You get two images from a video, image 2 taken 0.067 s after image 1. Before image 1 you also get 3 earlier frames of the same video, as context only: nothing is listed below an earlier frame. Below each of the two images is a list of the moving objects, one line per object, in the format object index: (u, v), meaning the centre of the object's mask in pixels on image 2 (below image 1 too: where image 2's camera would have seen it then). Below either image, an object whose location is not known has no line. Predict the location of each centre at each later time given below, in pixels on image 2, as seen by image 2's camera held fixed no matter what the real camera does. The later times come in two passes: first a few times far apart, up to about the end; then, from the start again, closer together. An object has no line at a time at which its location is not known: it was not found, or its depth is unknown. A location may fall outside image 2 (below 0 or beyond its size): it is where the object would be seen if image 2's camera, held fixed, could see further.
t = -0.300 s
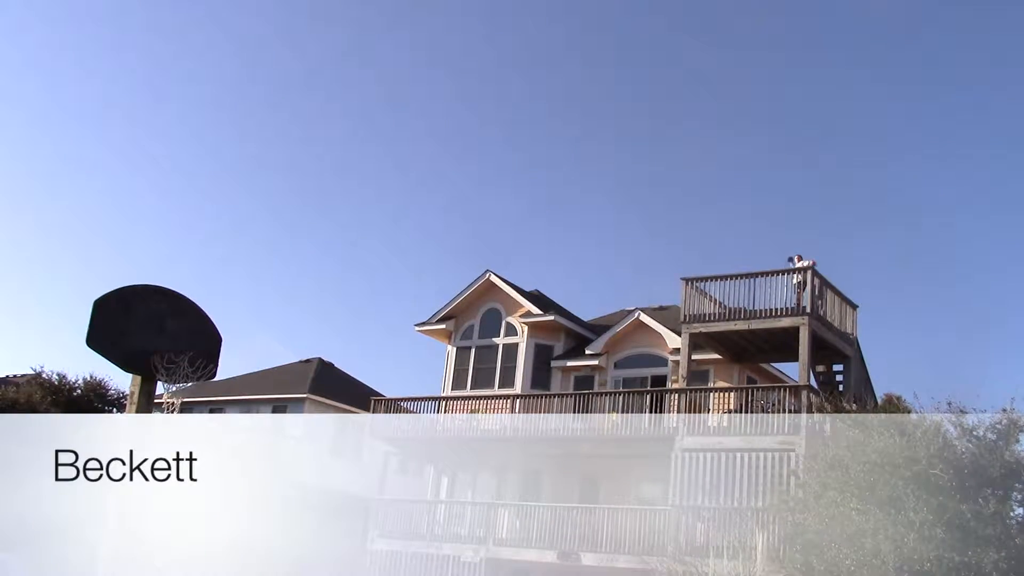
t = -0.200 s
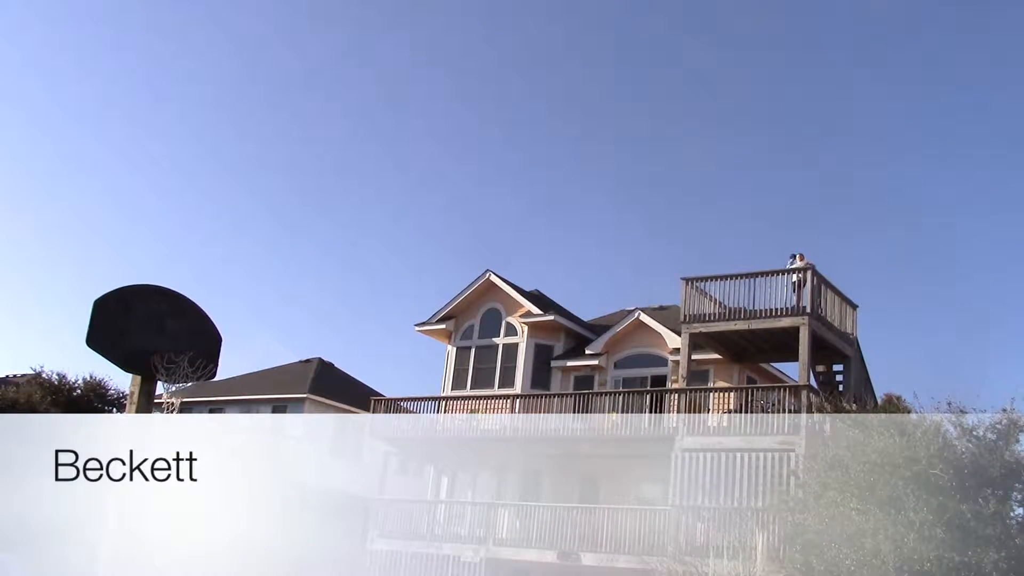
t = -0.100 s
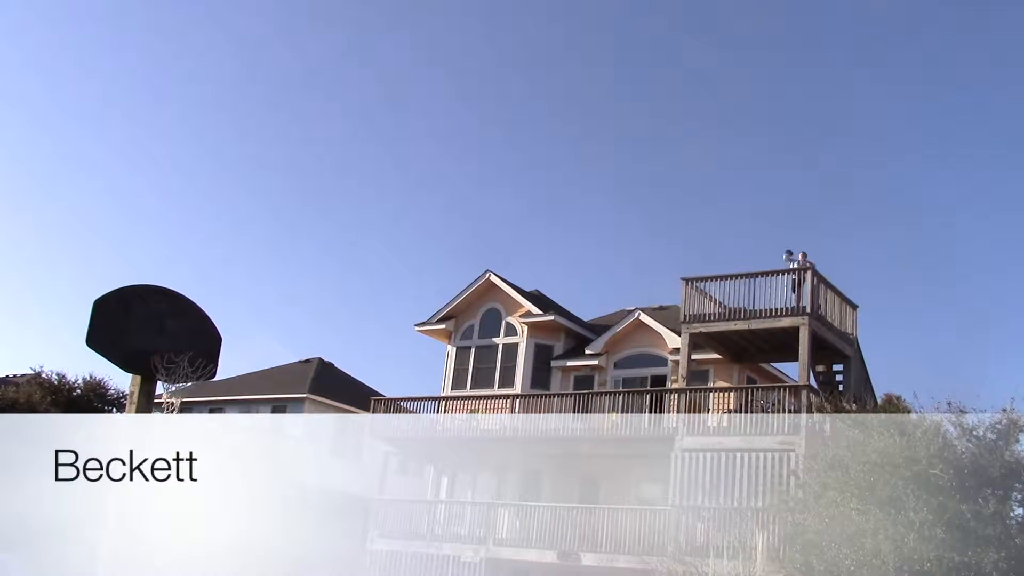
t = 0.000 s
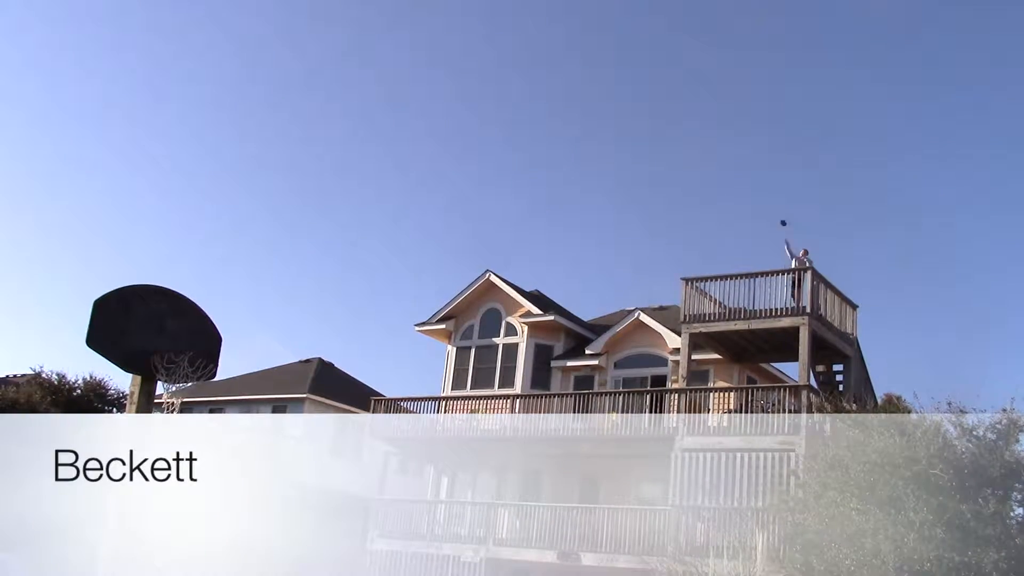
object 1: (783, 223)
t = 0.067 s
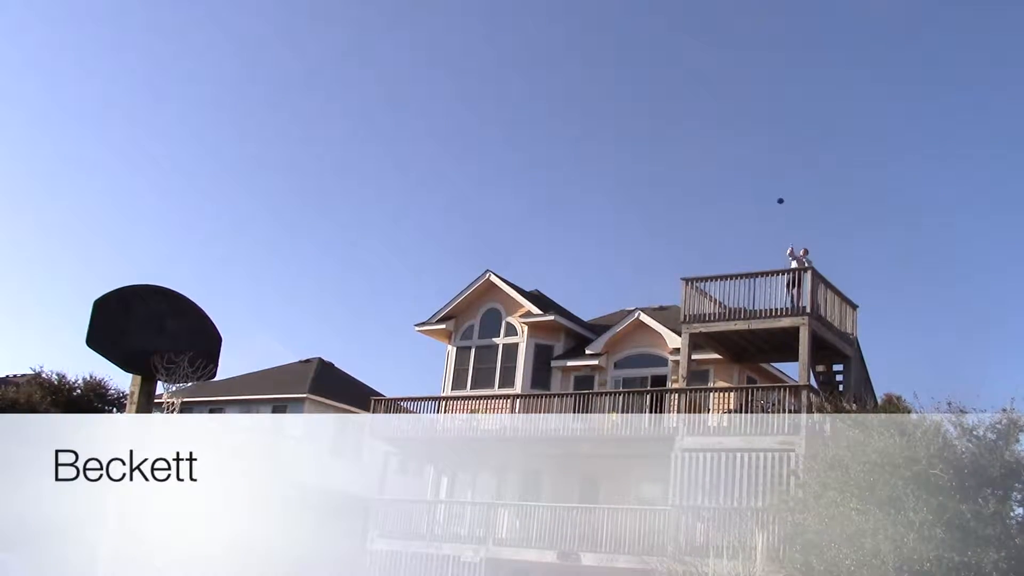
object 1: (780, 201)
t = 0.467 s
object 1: (746, 92)
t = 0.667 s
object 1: (717, 54)
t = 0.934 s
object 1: (660, 28)
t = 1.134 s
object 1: (598, 35)
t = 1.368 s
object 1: (496, 85)
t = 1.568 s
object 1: (367, 185)
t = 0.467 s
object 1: (746, 92)
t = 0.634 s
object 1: (723, 59)
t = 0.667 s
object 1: (717, 54)
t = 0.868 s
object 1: (677, 31)
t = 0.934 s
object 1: (660, 28)
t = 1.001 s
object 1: (641, 27)
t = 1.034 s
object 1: (631, 28)
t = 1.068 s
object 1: (621, 29)
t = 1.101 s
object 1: (610, 31)
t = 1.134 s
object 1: (598, 35)
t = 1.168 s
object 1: (586, 39)
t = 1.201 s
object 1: (573, 43)
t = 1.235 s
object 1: (559, 49)
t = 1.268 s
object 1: (545, 56)
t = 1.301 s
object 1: (530, 64)
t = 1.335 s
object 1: (513, 74)
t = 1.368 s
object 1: (496, 85)
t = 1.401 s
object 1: (478, 97)
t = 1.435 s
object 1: (458, 111)
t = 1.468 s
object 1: (438, 127)
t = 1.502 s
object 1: (416, 144)
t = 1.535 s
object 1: (392, 164)
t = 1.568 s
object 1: (367, 185)
